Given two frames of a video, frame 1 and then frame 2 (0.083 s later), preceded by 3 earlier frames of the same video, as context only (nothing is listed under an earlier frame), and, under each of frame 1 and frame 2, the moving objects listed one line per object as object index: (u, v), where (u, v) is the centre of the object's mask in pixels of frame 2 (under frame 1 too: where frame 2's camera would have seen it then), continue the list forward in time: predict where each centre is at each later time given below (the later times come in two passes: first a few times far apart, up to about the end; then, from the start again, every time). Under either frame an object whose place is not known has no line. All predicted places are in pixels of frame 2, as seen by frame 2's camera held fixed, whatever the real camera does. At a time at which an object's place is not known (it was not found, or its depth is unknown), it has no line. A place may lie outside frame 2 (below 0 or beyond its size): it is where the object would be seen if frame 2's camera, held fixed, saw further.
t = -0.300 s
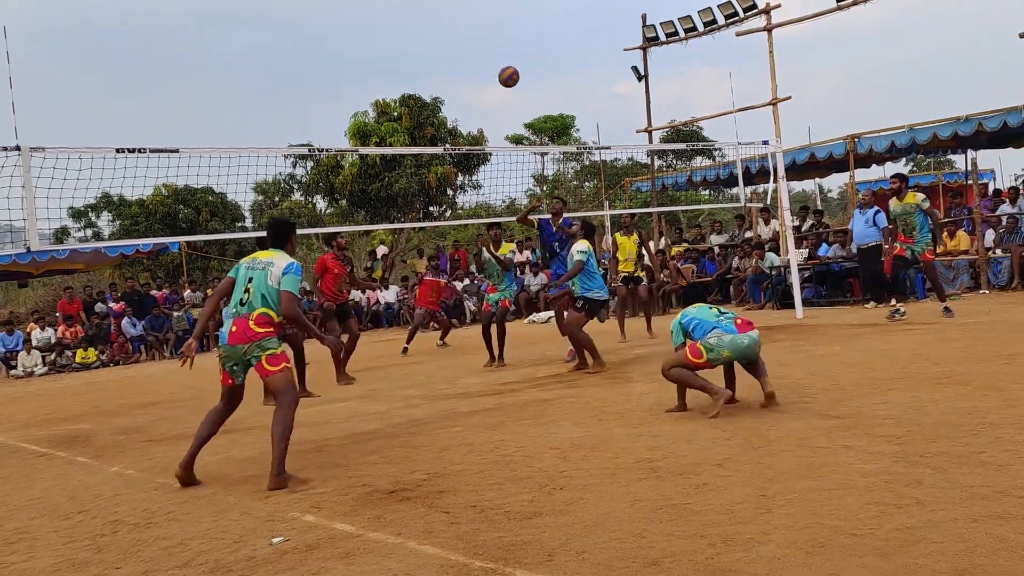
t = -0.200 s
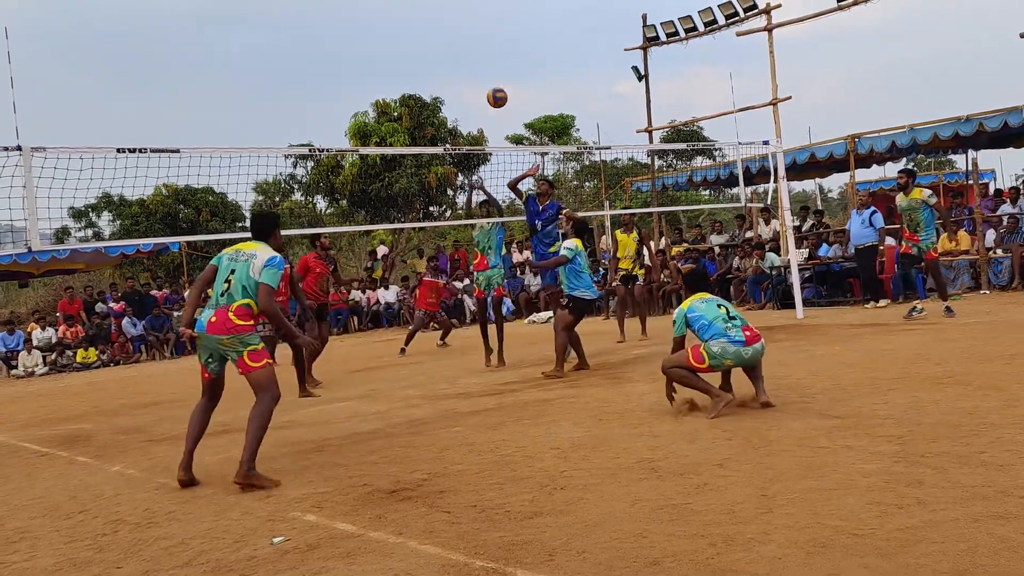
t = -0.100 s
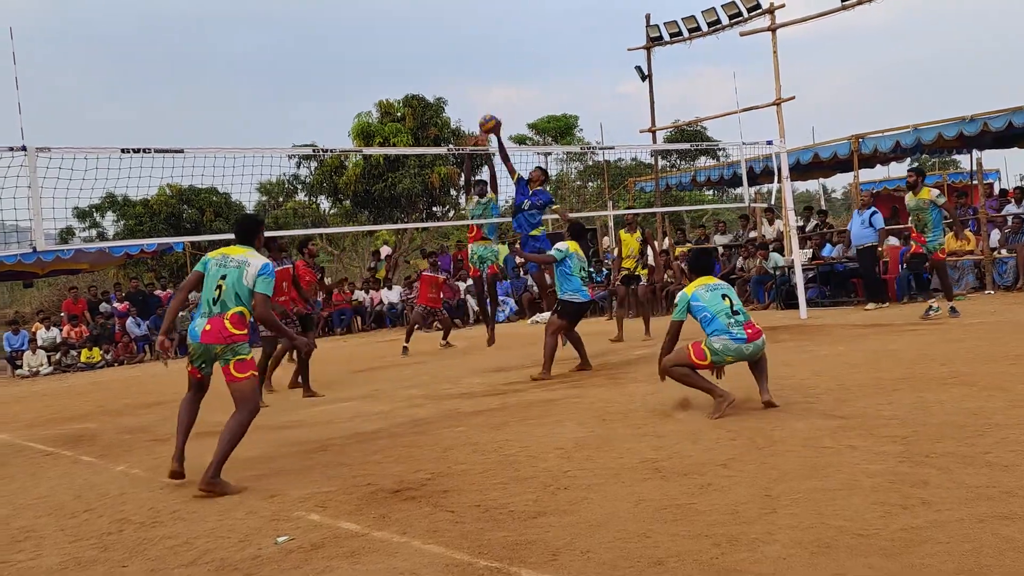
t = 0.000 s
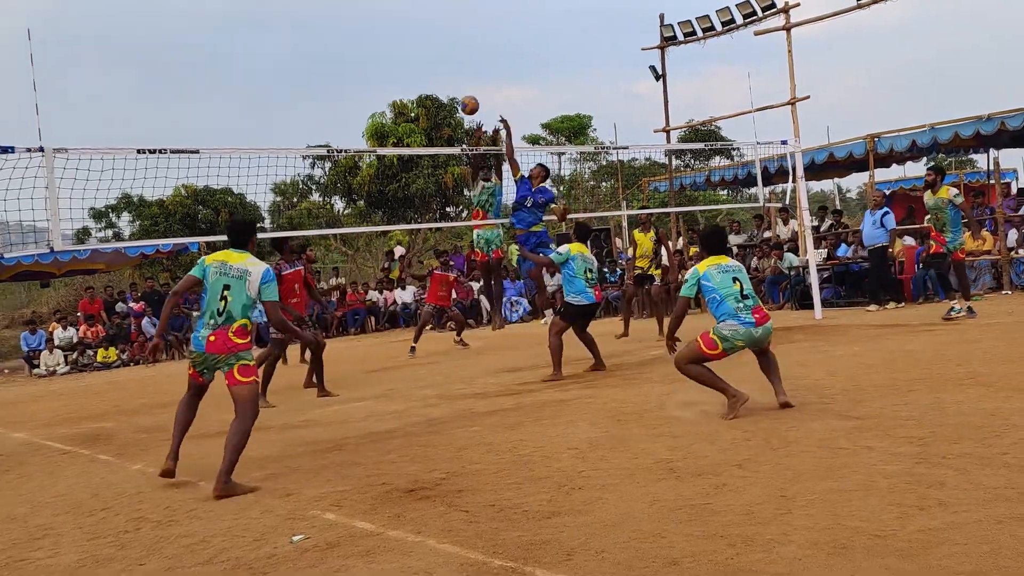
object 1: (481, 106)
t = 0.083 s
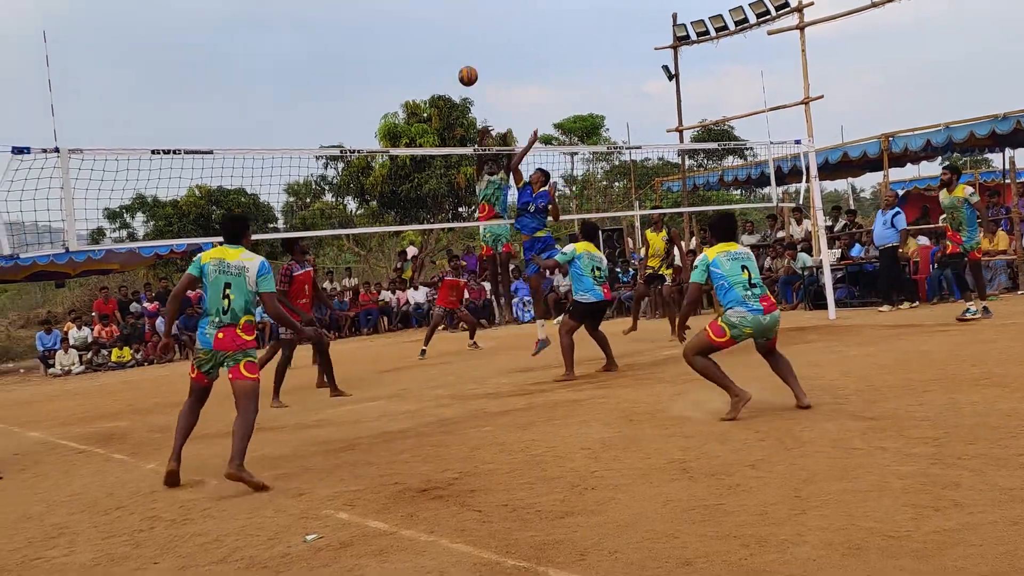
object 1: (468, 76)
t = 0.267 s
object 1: (438, 31)
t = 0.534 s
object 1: (395, 19)
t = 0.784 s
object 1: (357, 73)
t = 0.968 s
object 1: (330, 157)
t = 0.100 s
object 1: (465, 71)
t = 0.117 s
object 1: (462, 66)
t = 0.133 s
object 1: (460, 61)
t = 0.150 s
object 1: (457, 57)
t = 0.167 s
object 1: (454, 52)
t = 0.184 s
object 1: (452, 48)
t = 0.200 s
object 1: (449, 44)
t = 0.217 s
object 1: (446, 40)
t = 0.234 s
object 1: (444, 37)
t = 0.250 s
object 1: (441, 34)
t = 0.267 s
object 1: (438, 31)
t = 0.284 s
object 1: (435, 28)
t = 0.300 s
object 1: (433, 26)
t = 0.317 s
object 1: (430, 24)
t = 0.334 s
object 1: (428, 22)
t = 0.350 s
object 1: (425, 20)
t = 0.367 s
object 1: (422, 19)
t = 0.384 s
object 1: (420, 18)
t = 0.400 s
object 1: (417, 16)
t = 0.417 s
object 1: (414, 16)
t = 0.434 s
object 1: (411, 15)
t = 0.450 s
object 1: (409, 15)
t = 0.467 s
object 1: (406, 16)
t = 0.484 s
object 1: (403, 16)
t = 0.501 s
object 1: (401, 17)
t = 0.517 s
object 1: (398, 18)
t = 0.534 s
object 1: (395, 19)
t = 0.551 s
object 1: (392, 20)
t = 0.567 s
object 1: (390, 22)
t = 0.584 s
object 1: (387, 24)
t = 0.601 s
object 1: (384, 27)
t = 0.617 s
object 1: (382, 29)
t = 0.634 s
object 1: (379, 33)
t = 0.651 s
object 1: (377, 36)
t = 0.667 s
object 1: (374, 40)
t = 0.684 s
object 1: (372, 43)
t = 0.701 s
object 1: (369, 48)
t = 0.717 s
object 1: (367, 52)
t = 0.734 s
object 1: (364, 57)
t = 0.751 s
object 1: (361, 62)
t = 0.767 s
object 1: (359, 67)
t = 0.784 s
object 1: (357, 73)
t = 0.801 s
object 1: (354, 79)
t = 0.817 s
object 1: (352, 86)
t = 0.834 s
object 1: (349, 92)
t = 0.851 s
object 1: (347, 99)
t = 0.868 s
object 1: (345, 107)
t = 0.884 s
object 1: (342, 114)
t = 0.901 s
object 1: (340, 122)
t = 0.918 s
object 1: (338, 130)
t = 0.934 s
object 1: (335, 139)
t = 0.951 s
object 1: (333, 148)
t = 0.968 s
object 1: (330, 157)
